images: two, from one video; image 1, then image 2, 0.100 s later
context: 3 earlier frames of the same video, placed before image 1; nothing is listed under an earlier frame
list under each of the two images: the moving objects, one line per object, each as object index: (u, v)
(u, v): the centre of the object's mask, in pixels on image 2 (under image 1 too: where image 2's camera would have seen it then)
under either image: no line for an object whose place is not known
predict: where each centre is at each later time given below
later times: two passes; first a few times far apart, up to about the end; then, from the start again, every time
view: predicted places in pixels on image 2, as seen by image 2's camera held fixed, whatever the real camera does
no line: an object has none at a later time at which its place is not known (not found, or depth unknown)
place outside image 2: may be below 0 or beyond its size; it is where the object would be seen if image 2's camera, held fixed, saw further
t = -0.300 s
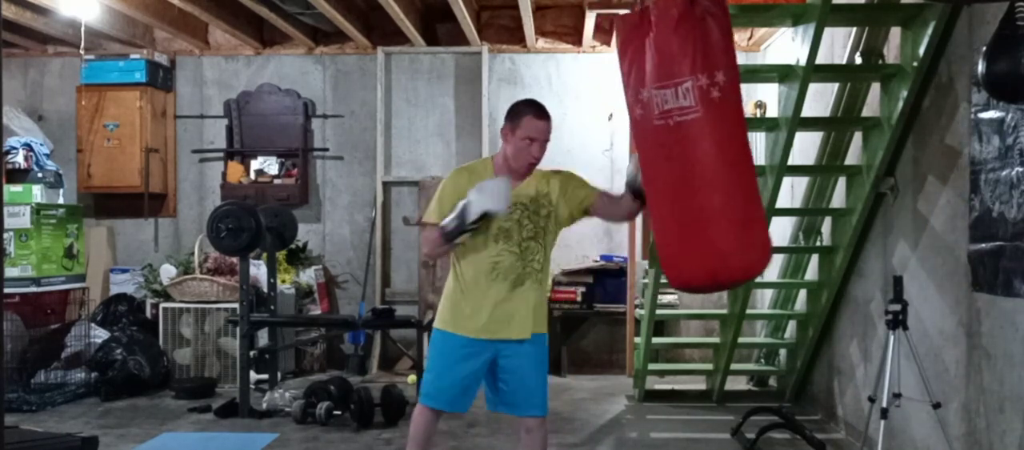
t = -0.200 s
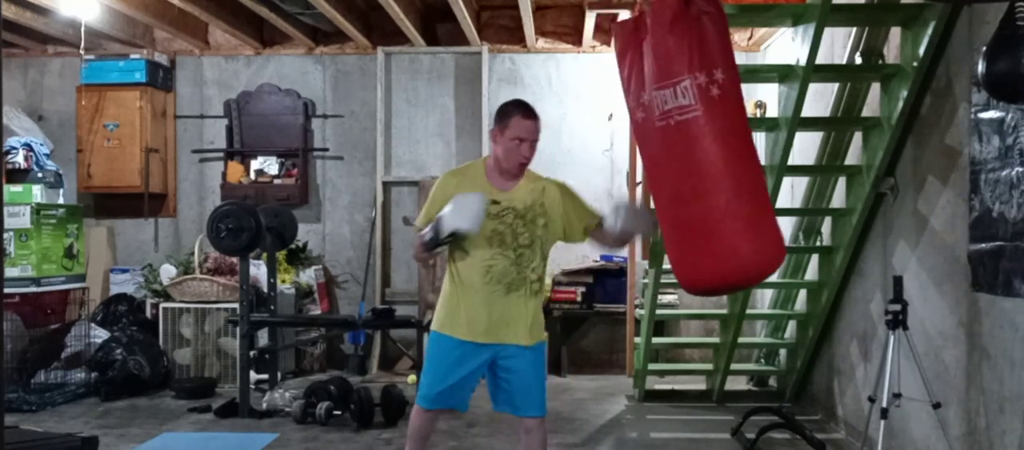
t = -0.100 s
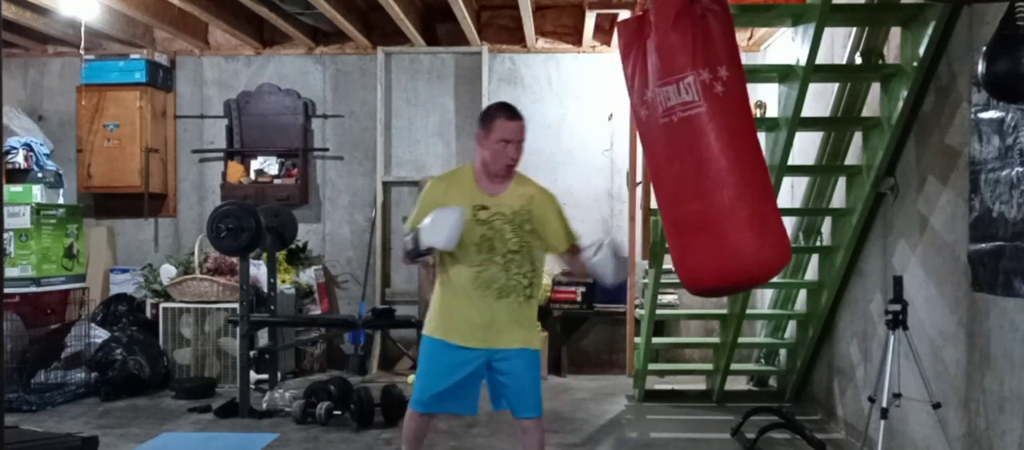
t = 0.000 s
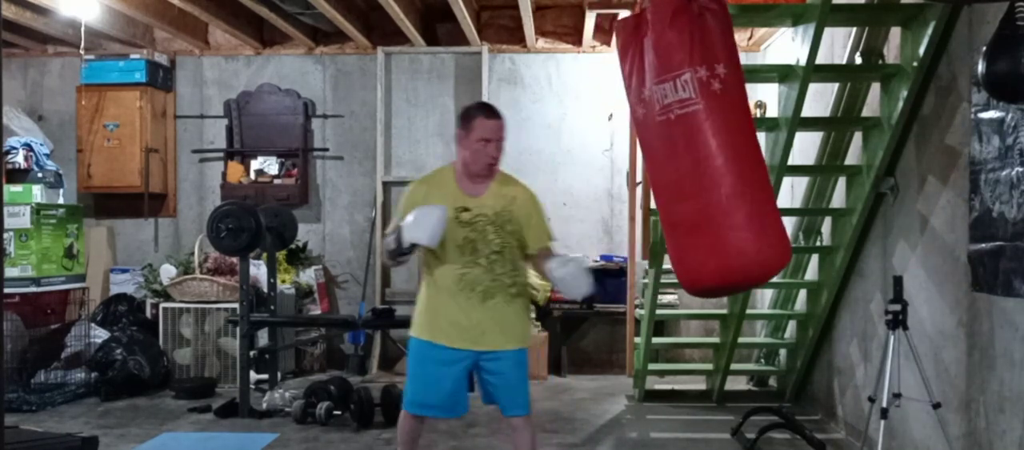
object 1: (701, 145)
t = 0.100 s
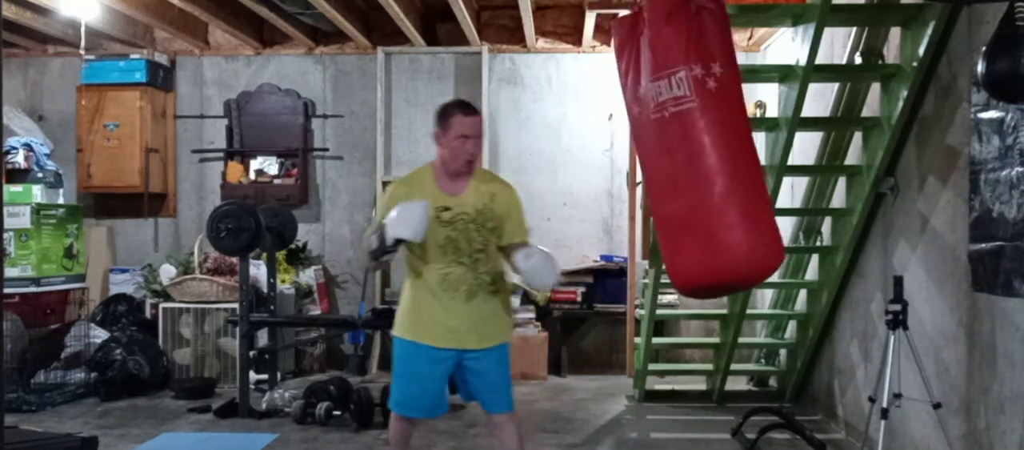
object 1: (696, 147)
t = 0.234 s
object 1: (682, 145)
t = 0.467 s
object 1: (652, 146)
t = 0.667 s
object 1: (628, 144)
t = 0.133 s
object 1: (694, 147)
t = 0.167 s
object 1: (690, 143)
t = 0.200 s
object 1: (687, 144)
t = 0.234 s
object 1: (682, 145)
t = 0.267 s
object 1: (679, 149)
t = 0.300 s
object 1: (675, 146)
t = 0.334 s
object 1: (670, 146)
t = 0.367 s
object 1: (666, 146)
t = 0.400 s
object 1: (662, 146)
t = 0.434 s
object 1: (657, 147)
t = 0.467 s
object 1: (652, 146)
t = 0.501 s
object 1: (648, 146)
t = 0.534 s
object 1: (643, 145)
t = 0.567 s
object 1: (639, 145)
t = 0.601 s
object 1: (635, 145)
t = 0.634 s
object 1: (632, 144)
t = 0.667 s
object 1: (628, 144)
